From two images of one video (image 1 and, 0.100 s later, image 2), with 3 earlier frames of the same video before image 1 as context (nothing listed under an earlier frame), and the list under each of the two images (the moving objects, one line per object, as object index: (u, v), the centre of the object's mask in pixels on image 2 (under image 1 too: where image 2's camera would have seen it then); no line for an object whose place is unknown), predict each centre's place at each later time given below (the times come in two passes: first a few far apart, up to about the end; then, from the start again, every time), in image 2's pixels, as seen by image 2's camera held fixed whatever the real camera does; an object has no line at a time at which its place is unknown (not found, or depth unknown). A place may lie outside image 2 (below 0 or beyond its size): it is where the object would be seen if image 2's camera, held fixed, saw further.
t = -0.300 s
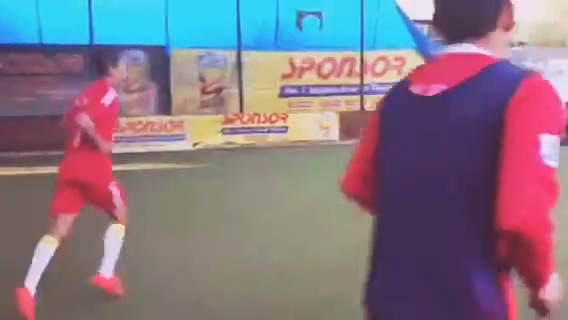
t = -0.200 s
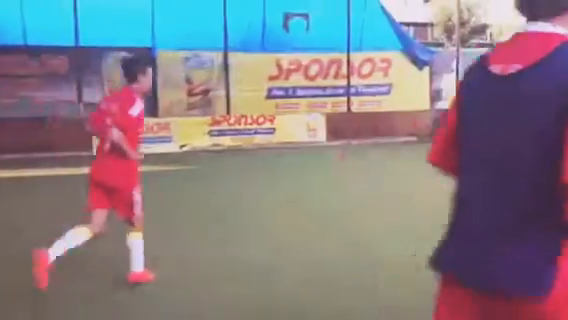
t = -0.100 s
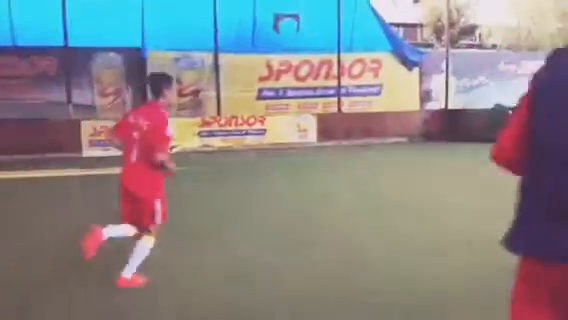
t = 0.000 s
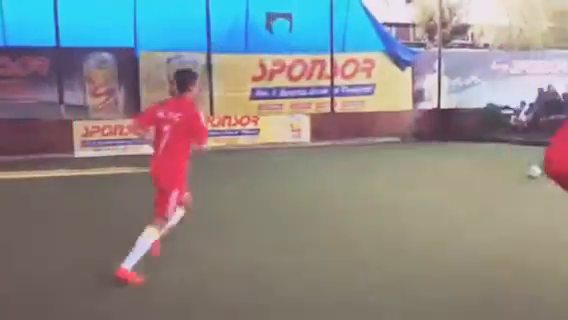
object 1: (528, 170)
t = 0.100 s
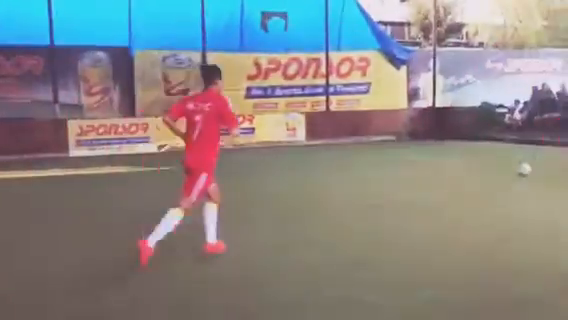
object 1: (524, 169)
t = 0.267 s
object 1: (520, 168)
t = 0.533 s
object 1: (510, 166)
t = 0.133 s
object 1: (523, 168)
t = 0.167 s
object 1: (522, 168)
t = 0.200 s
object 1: (521, 168)
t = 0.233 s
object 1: (520, 168)
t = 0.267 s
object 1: (520, 168)
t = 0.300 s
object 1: (518, 167)
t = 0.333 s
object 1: (517, 167)
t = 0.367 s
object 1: (515, 167)
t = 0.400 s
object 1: (514, 167)
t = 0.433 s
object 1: (513, 167)
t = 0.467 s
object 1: (512, 166)
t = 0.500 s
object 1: (511, 166)
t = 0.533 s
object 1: (510, 166)
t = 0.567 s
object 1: (508, 166)
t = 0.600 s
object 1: (506, 166)
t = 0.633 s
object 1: (506, 165)
